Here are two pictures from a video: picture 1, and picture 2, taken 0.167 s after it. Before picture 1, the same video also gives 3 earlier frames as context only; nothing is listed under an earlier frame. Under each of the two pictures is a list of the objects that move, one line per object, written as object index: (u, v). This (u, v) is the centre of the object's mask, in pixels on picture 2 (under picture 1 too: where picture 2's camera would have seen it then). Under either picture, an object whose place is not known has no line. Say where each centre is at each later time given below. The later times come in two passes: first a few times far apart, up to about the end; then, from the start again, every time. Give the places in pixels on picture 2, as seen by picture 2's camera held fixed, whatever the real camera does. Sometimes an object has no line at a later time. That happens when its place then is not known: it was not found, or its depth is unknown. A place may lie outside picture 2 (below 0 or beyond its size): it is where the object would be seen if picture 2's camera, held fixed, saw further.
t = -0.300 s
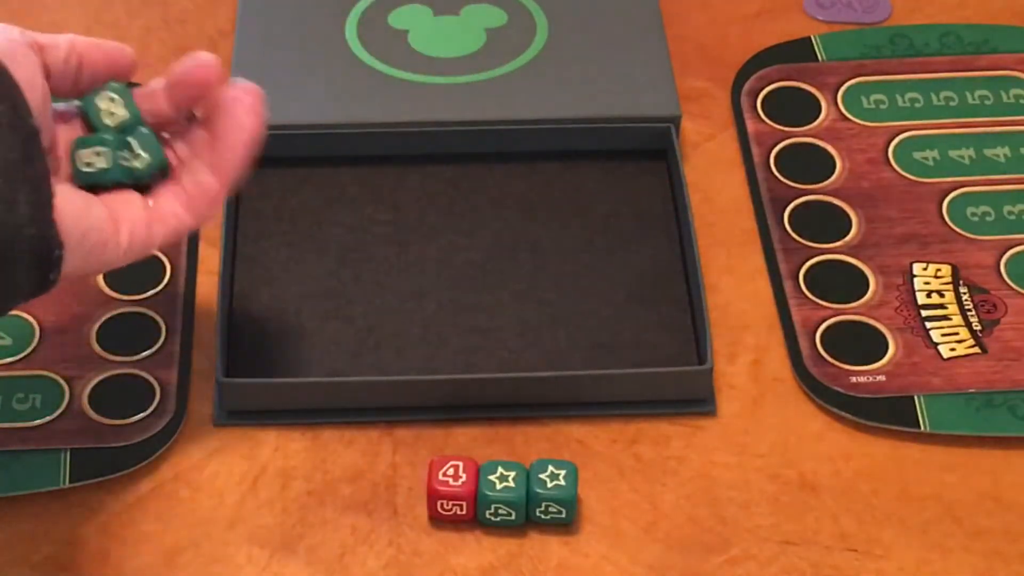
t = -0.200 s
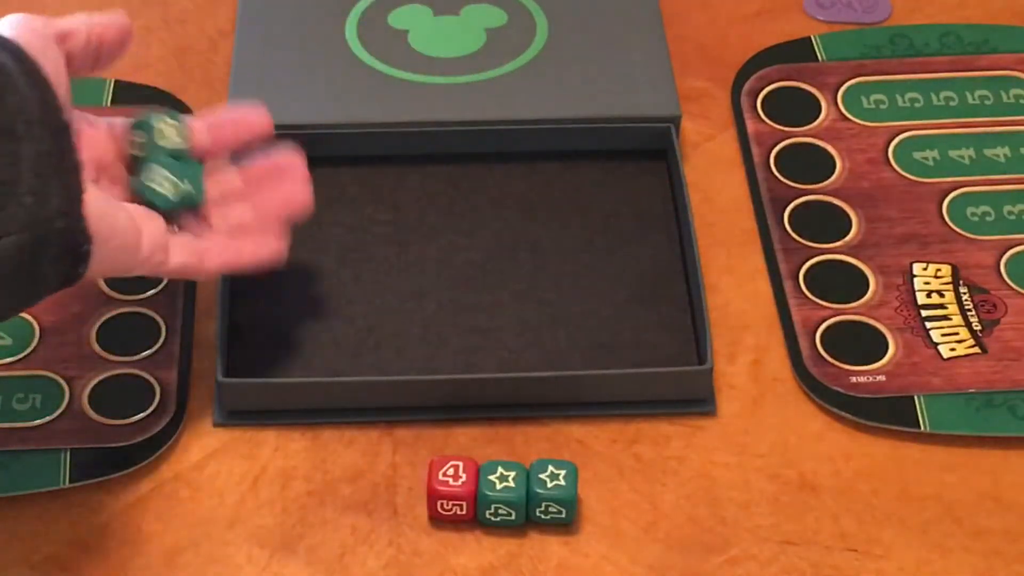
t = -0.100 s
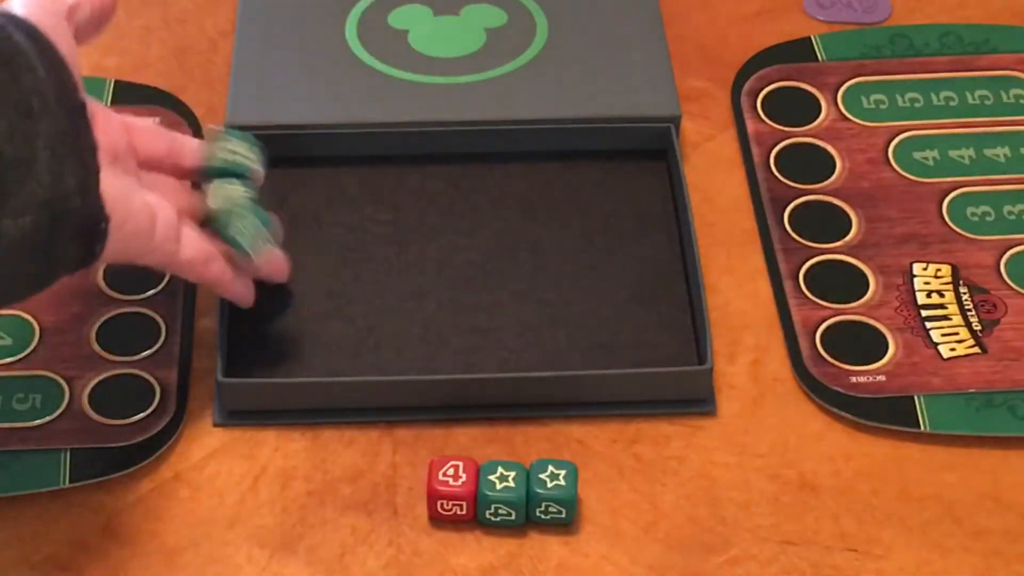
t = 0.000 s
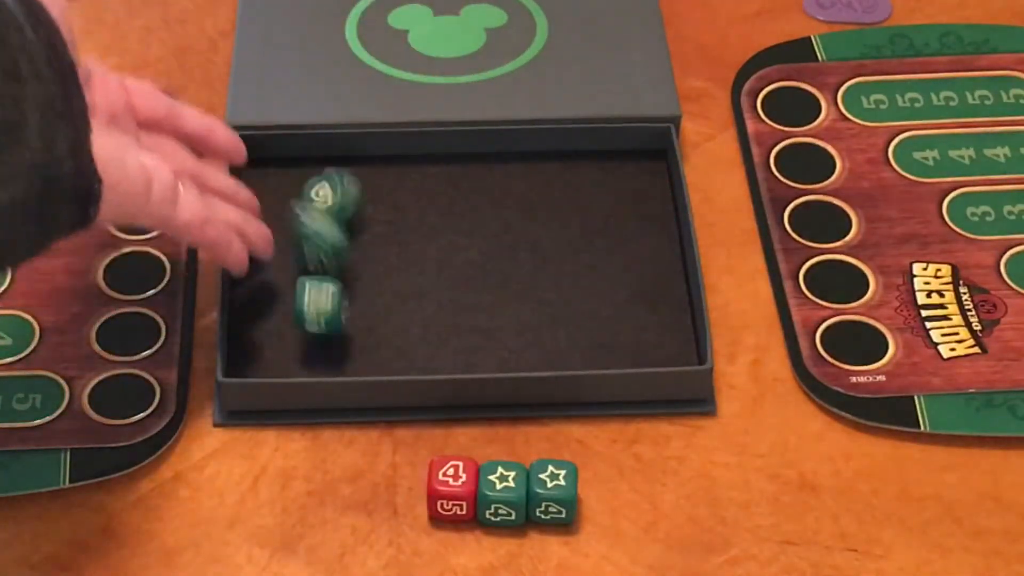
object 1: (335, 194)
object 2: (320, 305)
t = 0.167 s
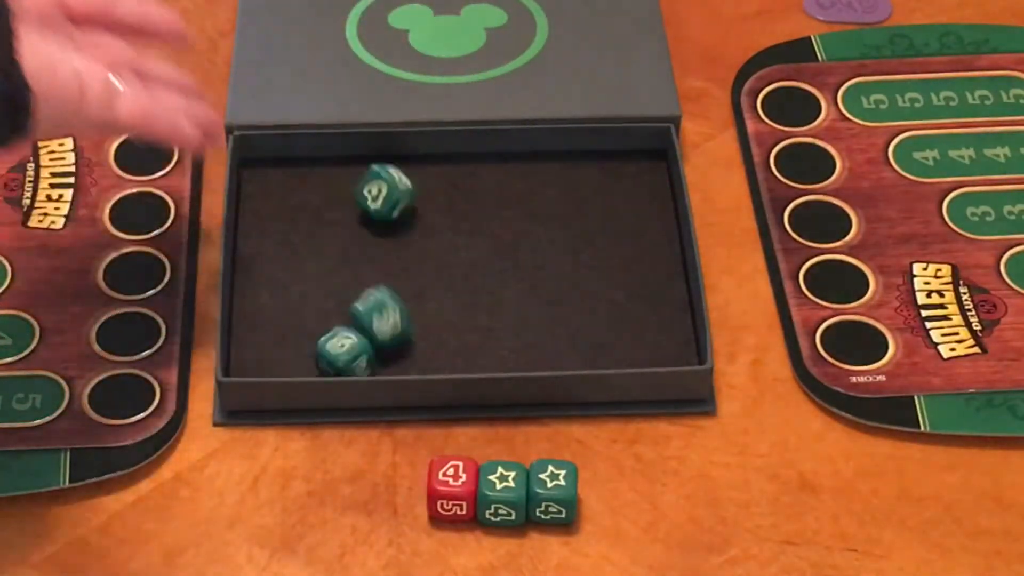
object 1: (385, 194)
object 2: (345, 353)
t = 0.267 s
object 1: (385, 219)
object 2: (336, 358)
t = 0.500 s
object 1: (373, 240)
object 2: (339, 356)
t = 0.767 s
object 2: (339, 356)
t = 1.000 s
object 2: (338, 356)
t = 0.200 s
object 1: (388, 200)
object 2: (342, 354)
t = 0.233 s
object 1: (389, 209)
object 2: (338, 356)
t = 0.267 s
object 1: (385, 219)
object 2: (336, 358)
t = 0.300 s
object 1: (379, 227)
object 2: (337, 358)
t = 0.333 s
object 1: (375, 233)
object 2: (338, 357)
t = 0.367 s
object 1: (373, 238)
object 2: (339, 356)
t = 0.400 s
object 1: (373, 241)
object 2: (338, 356)
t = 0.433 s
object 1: (373, 241)
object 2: (339, 356)
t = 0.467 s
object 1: (373, 241)
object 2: (339, 356)
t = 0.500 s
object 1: (373, 240)
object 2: (339, 356)
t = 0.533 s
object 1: (373, 240)
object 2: (339, 356)
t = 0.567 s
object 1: (373, 240)
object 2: (338, 356)
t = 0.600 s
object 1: (373, 240)
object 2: (339, 356)
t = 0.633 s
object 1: (373, 240)
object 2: (339, 356)
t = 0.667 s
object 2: (339, 356)
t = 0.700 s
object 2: (339, 356)
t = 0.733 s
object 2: (338, 356)
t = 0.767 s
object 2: (339, 356)
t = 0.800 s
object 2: (339, 356)
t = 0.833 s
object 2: (338, 356)
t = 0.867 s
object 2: (338, 356)
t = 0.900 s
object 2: (338, 356)
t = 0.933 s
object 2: (338, 356)
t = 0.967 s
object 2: (338, 356)
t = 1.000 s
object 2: (338, 356)
